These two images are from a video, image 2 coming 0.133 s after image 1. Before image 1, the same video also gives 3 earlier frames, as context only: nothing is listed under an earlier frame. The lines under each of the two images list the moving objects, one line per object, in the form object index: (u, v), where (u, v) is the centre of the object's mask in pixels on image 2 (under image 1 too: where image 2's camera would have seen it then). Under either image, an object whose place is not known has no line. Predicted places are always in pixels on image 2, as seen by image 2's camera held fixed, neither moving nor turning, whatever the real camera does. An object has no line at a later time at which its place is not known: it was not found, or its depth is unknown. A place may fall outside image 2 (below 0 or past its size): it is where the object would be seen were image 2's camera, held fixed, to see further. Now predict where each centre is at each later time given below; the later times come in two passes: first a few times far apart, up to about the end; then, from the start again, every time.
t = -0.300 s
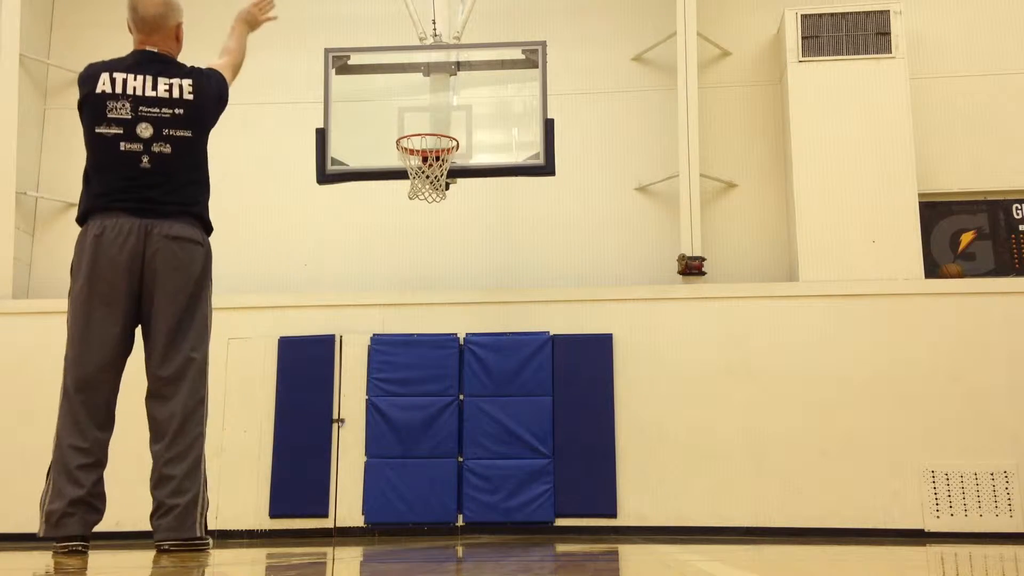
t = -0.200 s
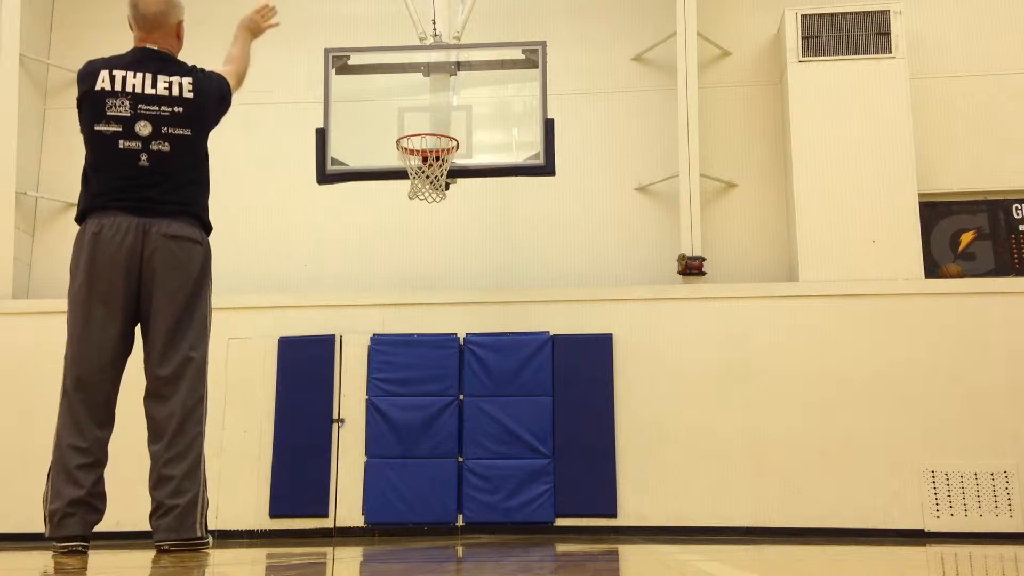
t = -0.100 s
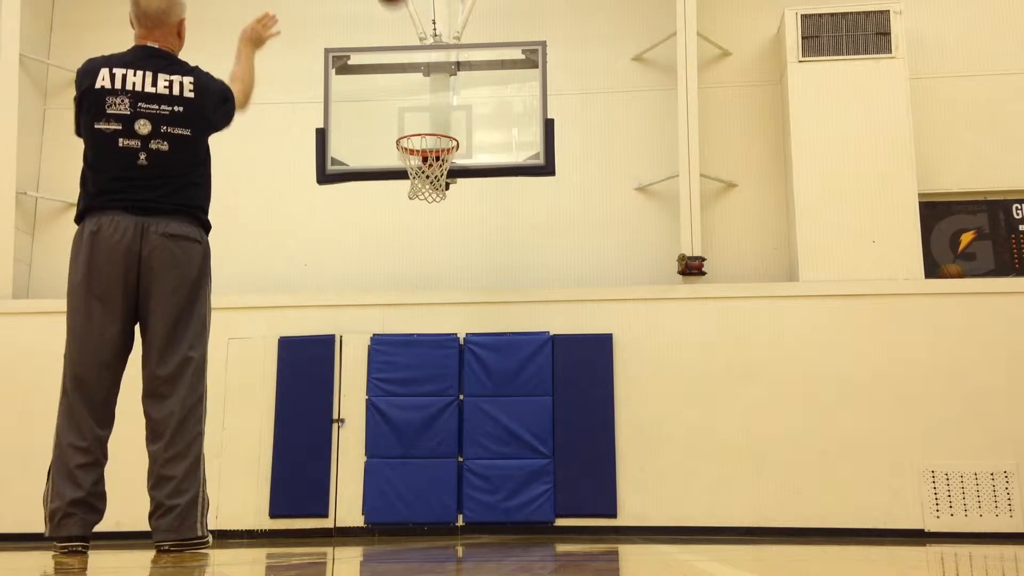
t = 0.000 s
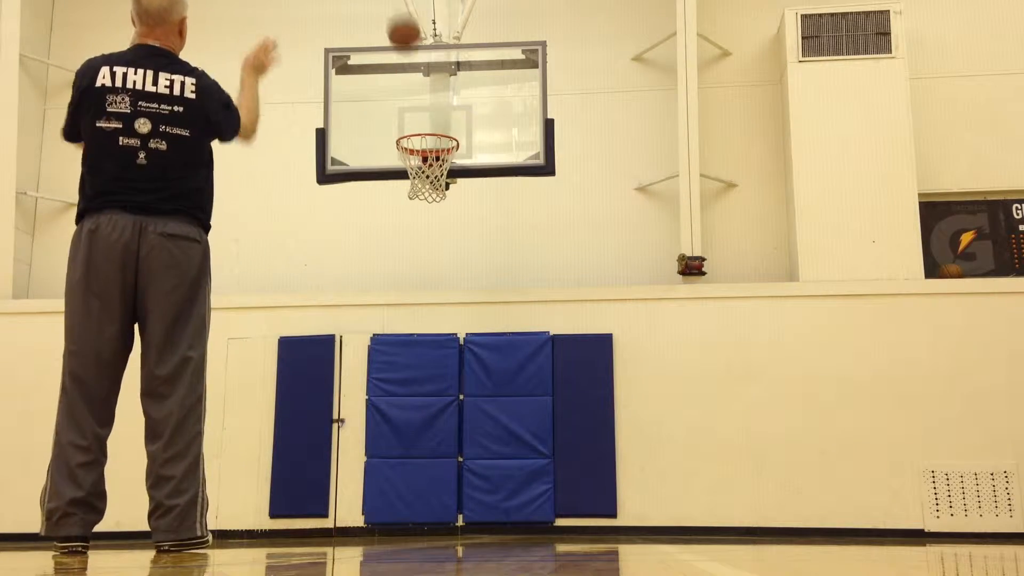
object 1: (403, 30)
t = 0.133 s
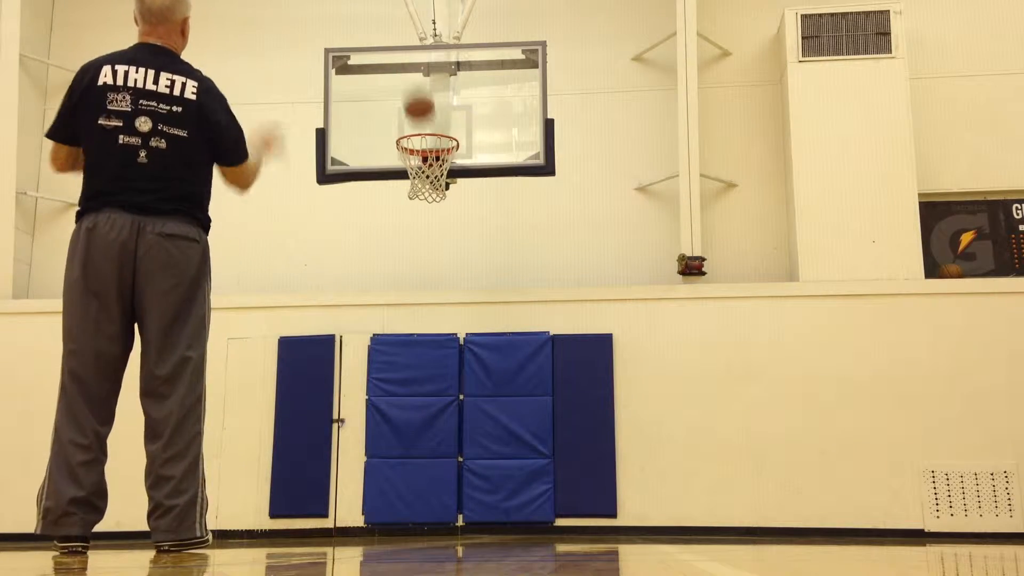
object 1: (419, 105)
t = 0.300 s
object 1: (430, 184)
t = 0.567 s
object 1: (430, 197)
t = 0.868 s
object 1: (417, 261)
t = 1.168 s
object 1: (400, 472)
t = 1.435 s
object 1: (383, 393)
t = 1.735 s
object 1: (360, 322)
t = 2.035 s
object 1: (330, 376)
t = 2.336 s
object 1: (298, 485)
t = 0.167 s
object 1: (423, 122)
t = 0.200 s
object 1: (427, 150)
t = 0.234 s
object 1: (427, 170)
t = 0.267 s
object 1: (430, 183)
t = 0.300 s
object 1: (430, 184)
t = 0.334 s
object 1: (429, 181)
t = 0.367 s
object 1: (428, 182)
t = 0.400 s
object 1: (429, 185)
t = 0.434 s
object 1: (429, 189)
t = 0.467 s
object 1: (431, 194)
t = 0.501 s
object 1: (431, 196)
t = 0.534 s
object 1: (431, 196)
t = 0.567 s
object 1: (430, 197)
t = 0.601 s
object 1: (429, 198)
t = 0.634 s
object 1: (428, 198)
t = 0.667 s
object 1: (427, 202)
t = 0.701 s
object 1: (425, 207)
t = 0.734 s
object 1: (423, 215)
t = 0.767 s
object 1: (422, 224)
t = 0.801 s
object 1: (421, 235)
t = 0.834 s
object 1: (419, 247)
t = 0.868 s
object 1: (417, 261)
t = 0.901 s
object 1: (415, 276)
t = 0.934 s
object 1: (414, 293)
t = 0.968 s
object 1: (412, 313)
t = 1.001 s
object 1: (410, 335)
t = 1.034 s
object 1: (408, 357)
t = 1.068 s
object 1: (407, 380)
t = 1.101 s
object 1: (405, 410)
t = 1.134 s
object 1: (402, 439)
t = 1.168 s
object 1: (400, 472)
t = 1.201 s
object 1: (398, 505)
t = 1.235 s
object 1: (397, 512)
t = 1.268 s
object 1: (394, 489)
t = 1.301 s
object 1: (392, 467)
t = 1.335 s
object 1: (390, 446)
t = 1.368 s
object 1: (387, 426)
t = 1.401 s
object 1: (385, 410)
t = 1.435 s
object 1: (383, 393)
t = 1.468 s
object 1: (381, 380)
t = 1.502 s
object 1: (379, 368)
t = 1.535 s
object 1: (376, 357)
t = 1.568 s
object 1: (374, 347)
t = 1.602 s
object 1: (371, 339)
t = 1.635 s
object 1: (368, 332)
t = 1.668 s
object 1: (366, 327)
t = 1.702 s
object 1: (363, 323)
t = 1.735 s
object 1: (360, 322)
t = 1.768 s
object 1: (357, 321)
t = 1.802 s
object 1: (354, 322)
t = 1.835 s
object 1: (351, 325)
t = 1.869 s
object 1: (348, 329)
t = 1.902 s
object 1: (345, 335)
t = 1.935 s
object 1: (342, 342)
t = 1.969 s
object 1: (338, 351)
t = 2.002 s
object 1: (334, 363)
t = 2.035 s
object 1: (330, 376)
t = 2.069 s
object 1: (326, 391)
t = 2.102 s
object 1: (322, 408)
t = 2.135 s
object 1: (319, 427)
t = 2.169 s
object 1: (315, 448)
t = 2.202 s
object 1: (311, 471)
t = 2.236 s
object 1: (307, 496)
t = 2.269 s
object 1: (302, 518)
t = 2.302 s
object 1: (301, 501)
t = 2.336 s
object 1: (298, 485)
